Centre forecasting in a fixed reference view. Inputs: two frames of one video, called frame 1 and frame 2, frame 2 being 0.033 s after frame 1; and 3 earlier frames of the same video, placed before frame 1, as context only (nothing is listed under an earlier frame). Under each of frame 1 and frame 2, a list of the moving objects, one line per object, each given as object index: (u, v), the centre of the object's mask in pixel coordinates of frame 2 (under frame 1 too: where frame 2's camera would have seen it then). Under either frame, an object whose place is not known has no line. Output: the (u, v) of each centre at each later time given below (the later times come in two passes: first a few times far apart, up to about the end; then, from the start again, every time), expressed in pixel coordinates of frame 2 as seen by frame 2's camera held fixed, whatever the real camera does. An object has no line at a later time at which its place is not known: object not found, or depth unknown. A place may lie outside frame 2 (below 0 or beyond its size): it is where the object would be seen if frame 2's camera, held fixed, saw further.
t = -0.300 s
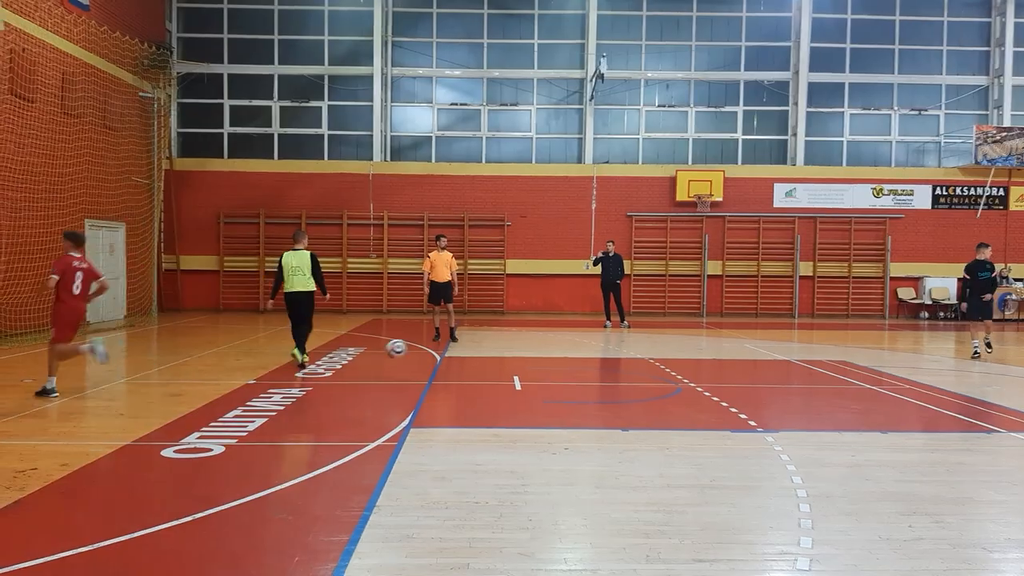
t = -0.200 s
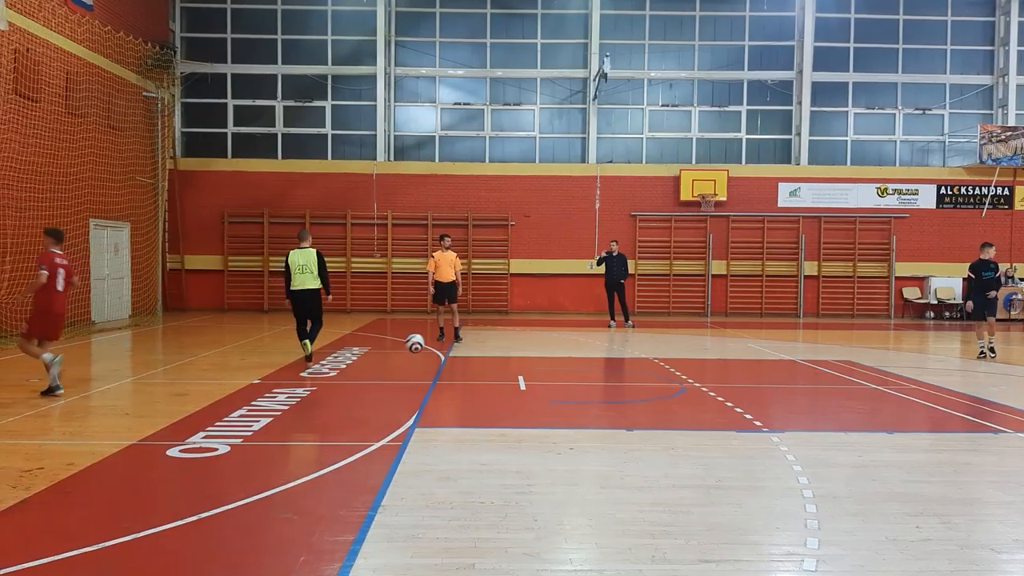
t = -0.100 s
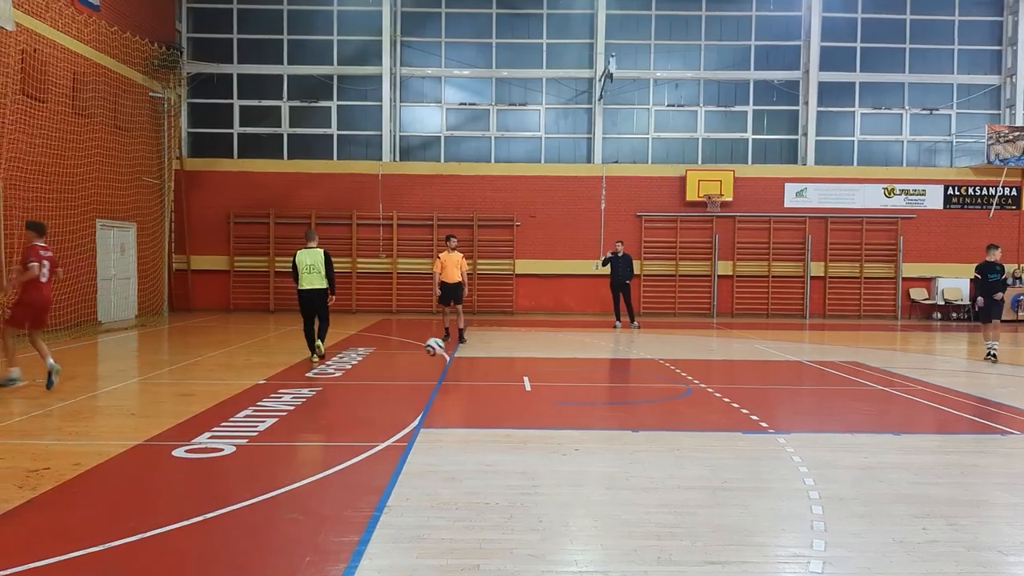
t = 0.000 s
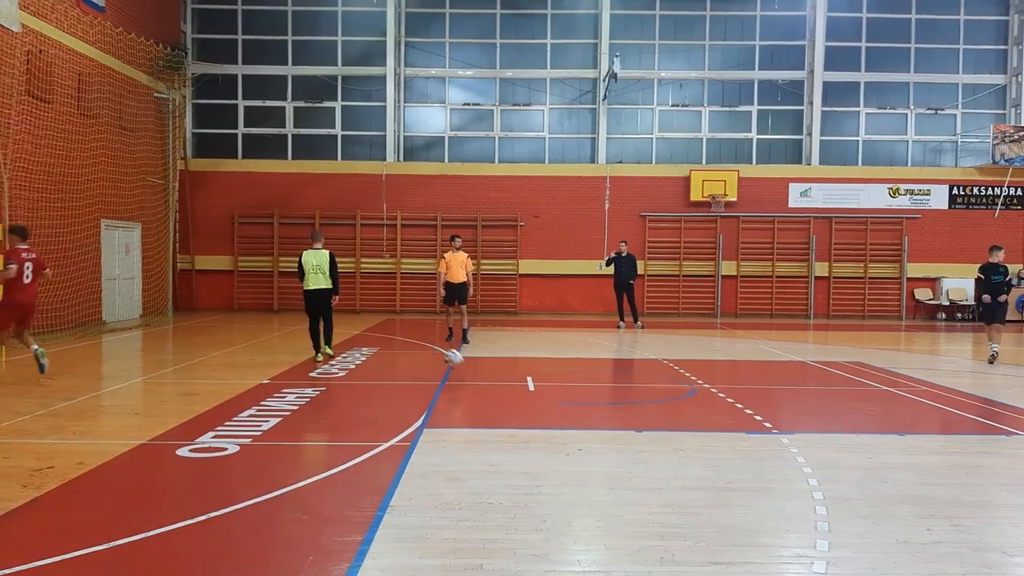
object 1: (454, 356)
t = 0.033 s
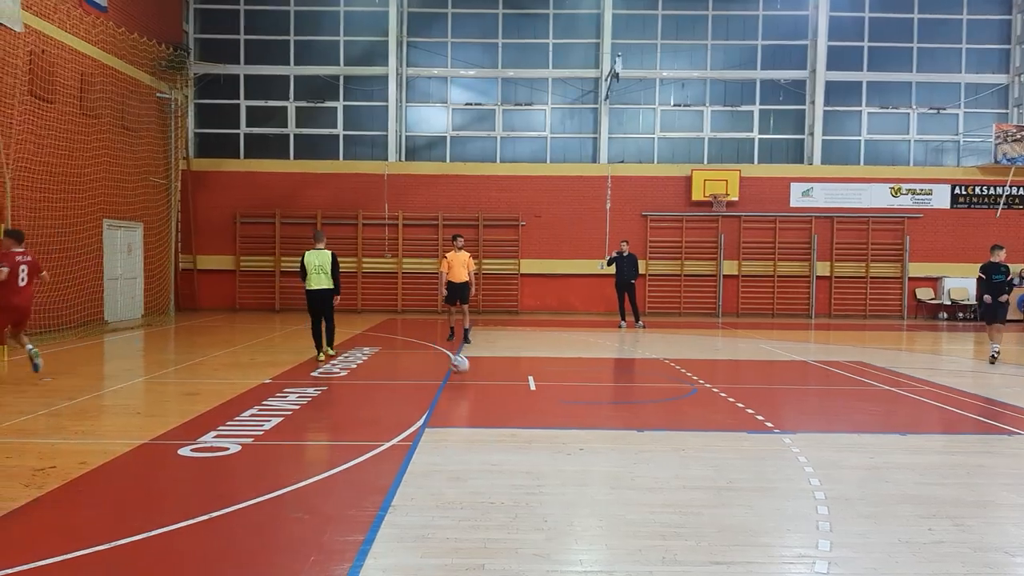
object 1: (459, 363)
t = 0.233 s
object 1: (488, 356)
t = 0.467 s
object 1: (521, 363)
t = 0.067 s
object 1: (463, 371)
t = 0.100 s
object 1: (468, 374)
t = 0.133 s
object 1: (473, 367)
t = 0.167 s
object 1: (478, 362)
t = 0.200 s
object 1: (483, 359)
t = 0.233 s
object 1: (488, 356)
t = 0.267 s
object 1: (493, 354)
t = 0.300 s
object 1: (498, 353)
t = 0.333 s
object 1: (502, 353)
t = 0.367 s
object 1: (507, 354)
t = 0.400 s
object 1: (511, 356)
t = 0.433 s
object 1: (517, 359)
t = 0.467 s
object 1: (521, 363)
